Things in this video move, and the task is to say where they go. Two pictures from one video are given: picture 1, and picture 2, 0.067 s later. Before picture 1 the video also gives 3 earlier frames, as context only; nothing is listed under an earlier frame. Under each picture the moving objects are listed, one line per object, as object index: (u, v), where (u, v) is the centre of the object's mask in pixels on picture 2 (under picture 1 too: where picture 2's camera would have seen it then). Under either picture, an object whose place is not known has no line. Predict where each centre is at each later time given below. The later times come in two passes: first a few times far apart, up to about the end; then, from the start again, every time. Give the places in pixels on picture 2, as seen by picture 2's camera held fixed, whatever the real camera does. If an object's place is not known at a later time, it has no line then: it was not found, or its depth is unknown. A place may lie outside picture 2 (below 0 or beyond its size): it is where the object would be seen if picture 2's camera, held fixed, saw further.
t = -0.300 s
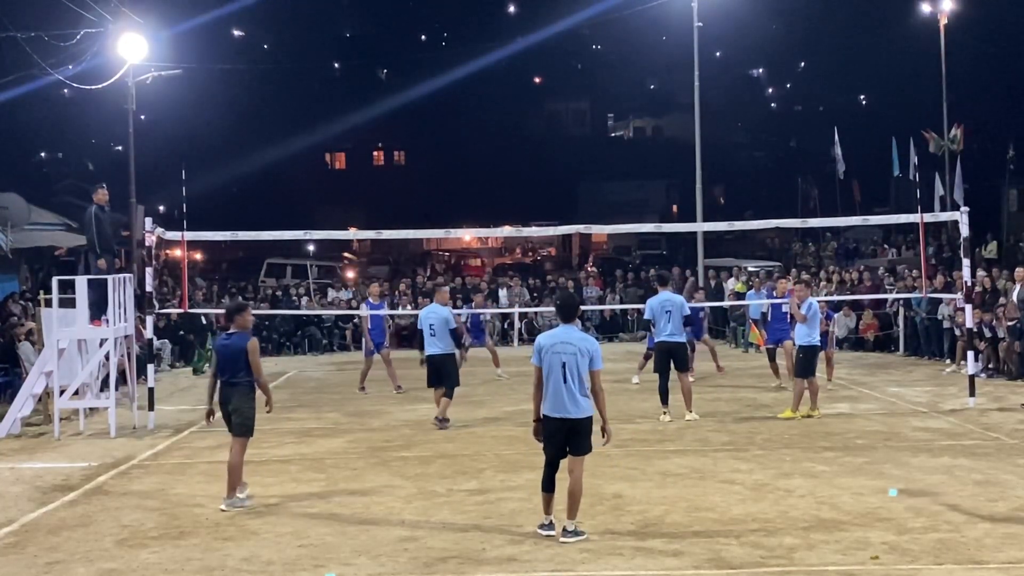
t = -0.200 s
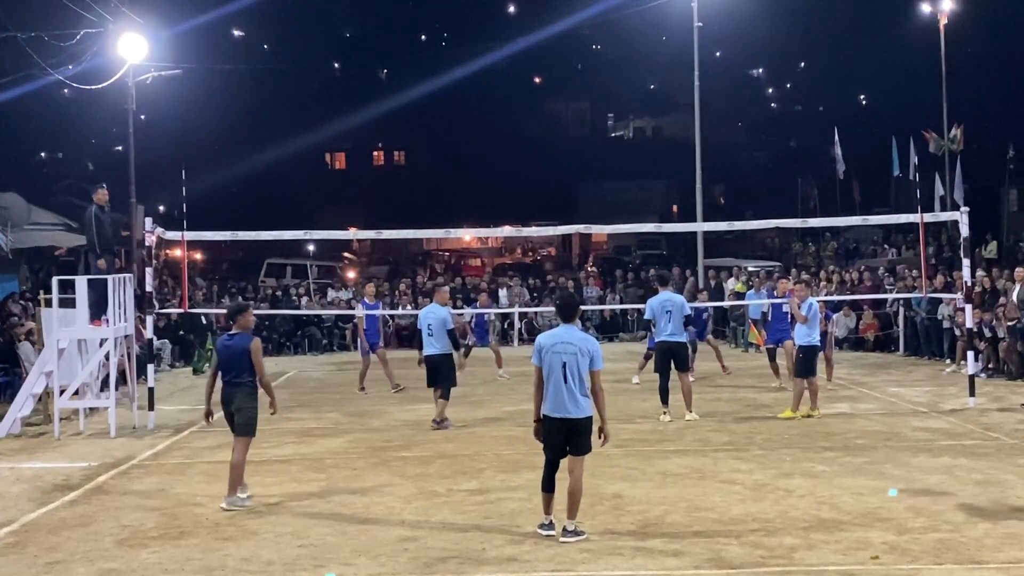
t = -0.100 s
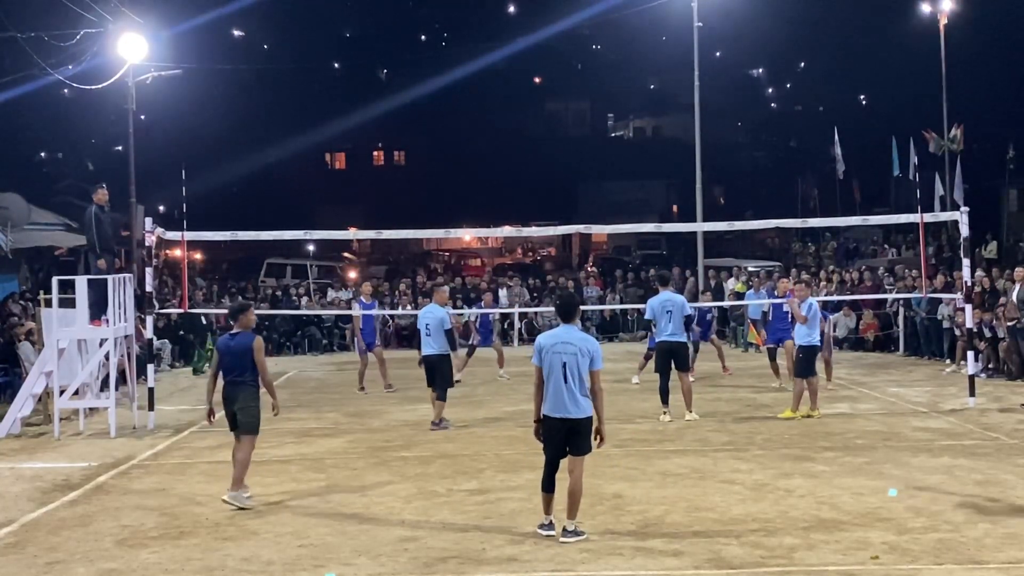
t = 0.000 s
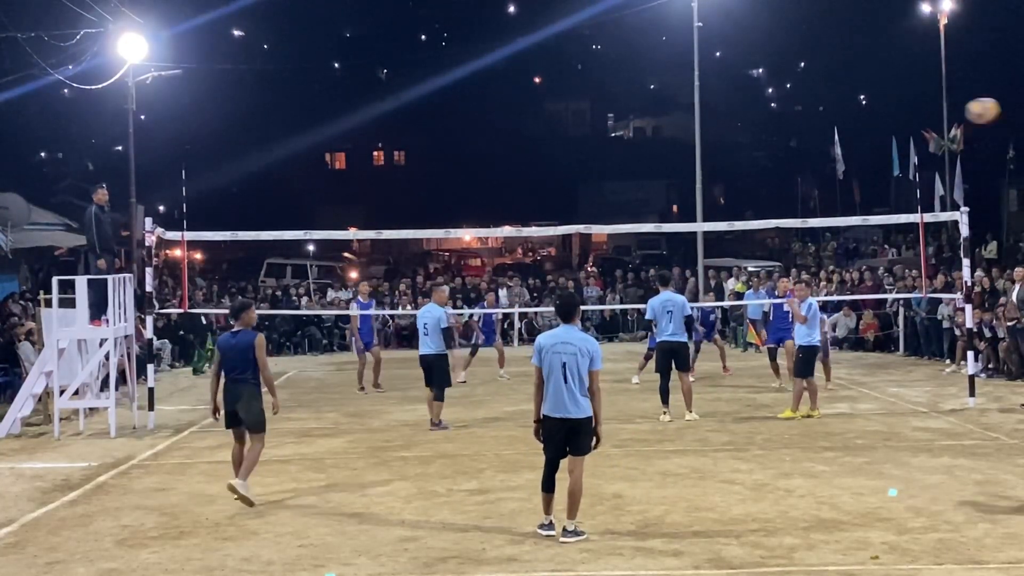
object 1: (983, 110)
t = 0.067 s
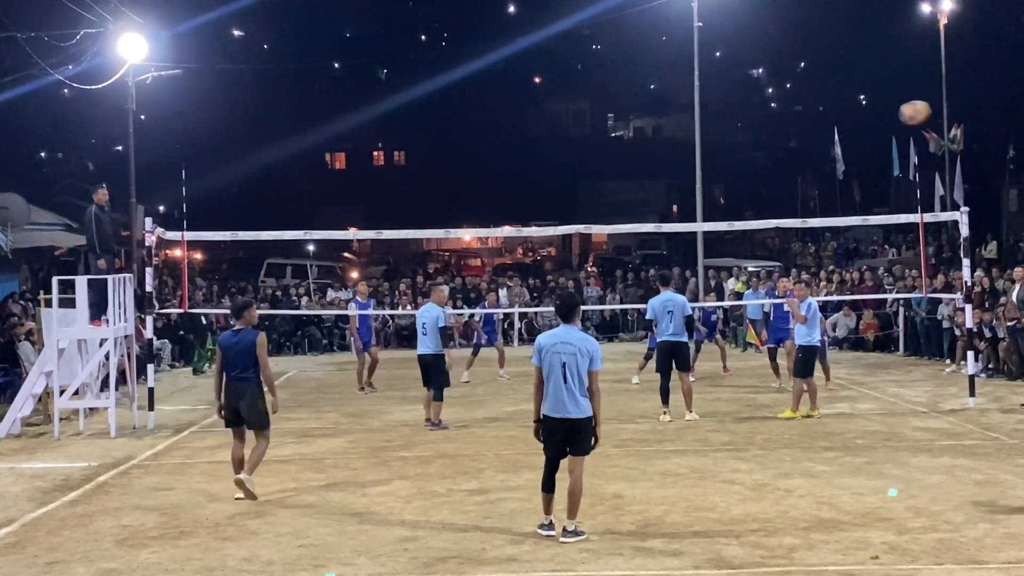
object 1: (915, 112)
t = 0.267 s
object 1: (762, 132)
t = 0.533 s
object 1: (627, 181)
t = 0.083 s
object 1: (900, 113)
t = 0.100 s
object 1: (885, 114)
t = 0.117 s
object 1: (870, 116)
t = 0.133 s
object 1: (856, 117)
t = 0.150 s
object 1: (843, 118)
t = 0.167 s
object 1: (830, 120)
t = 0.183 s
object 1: (818, 122)
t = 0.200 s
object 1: (806, 123)
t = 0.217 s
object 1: (794, 125)
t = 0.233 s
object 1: (783, 127)
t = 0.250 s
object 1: (772, 129)
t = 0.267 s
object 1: (762, 132)
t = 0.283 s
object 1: (752, 134)
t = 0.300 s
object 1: (742, 136)
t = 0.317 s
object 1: (732, 139)
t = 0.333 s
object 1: (723, 142)
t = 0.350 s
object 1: (714, 144)
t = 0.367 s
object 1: (705, 147)
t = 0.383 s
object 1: (696, 150)
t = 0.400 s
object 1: (688, 152)
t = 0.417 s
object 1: (679, 156)
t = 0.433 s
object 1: (671, 159)
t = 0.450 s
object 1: (664, 162)
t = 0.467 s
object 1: (656, 166)
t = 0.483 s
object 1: (648, 169)
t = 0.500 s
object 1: (641, 173)
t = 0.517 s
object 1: (634, 177)
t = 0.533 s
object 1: (627, 181)
